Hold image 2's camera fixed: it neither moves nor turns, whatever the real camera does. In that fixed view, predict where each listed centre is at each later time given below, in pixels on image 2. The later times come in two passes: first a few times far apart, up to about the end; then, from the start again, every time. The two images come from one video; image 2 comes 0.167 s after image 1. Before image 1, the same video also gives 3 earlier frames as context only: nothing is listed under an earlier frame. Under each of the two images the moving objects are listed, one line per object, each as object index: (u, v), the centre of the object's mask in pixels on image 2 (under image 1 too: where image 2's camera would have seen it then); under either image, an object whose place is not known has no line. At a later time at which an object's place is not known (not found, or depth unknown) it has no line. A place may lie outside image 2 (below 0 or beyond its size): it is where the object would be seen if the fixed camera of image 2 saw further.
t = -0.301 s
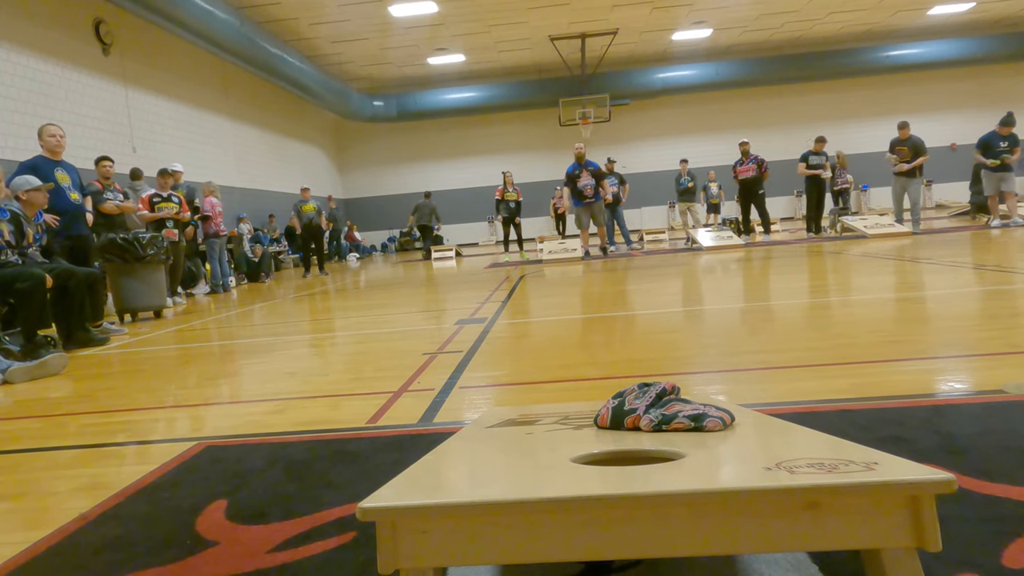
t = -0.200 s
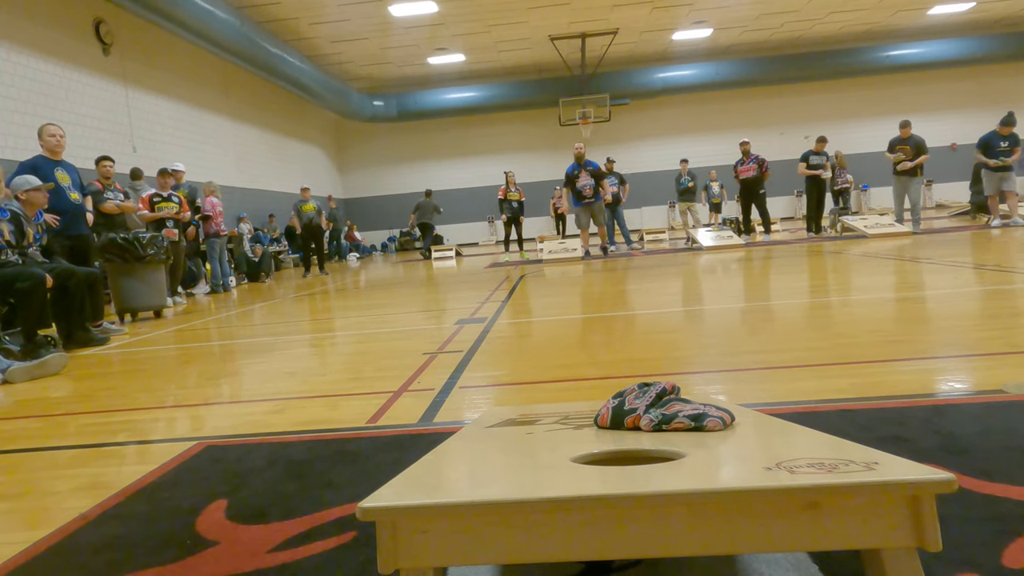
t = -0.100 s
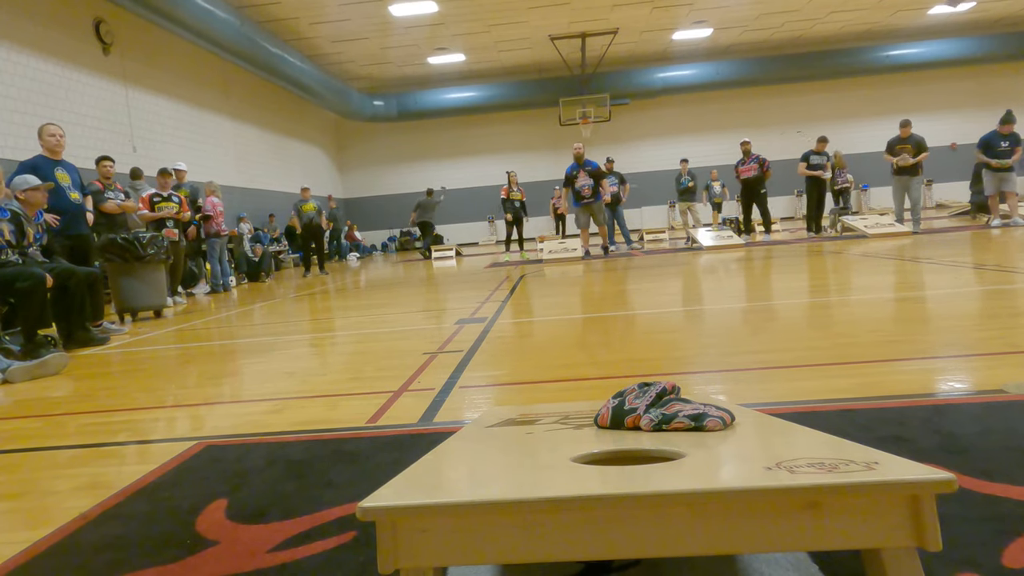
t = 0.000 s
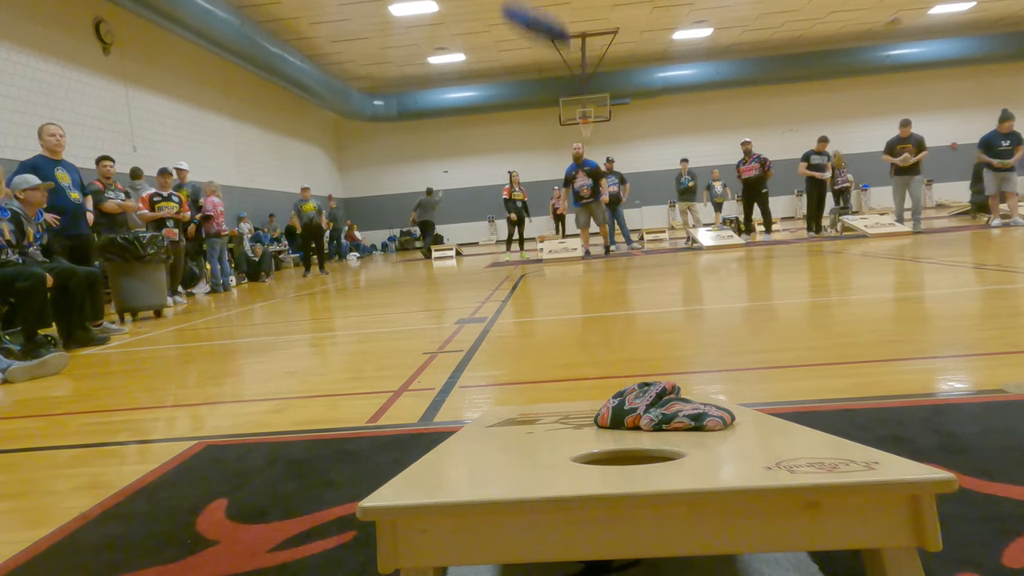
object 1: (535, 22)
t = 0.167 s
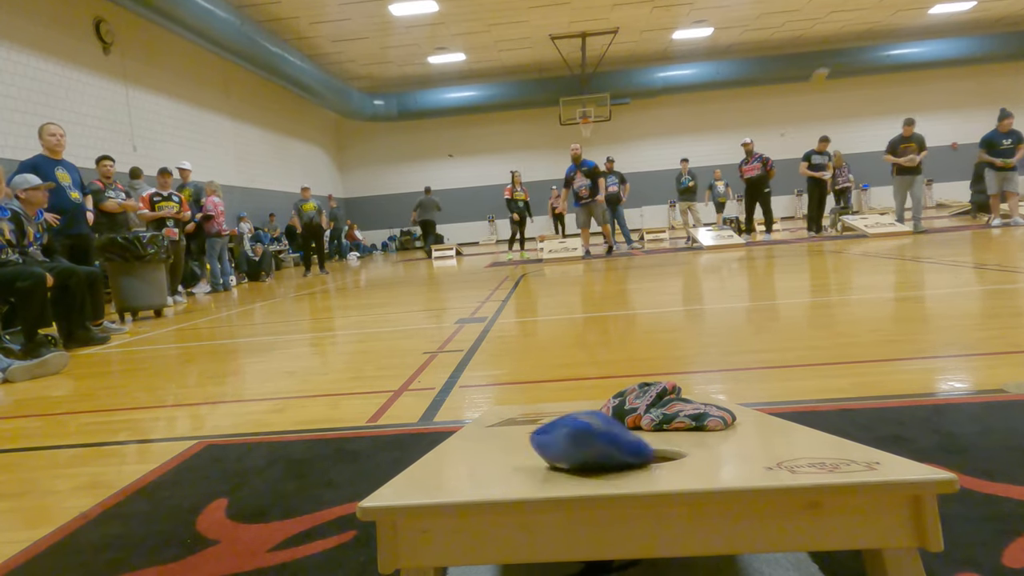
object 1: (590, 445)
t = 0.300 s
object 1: (665, 456)
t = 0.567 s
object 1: (684, 456)
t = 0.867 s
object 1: (684, 456)
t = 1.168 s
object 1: (684, 456)
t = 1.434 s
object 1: (684, 456)
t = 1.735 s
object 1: (684, 457)
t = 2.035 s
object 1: (684, 456)
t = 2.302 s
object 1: (684, 456)
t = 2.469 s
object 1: (683, 456)
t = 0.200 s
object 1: (611, 450)
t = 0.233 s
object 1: (636, 457)
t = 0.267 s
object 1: (652, 456)
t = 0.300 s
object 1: (665, 456)
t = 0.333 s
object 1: (676, 457)
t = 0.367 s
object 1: (681, 457)
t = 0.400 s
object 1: (684, 456)
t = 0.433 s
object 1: (684, 456)
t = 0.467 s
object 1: (684, 456)
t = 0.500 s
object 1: (684, 456)
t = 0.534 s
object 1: (684, 456)
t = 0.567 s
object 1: (684, 456)
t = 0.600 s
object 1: (684, 456)
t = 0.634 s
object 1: (684, 456)
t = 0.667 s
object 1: (684, 456)
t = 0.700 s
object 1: (684, 456)
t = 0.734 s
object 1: (684, 456)
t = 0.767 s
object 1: (684, 456)
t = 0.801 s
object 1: (684, 456)
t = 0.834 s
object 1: (684, 456)
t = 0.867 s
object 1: (684, 456)
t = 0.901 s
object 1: (684, 456)
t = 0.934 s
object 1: (684, 456)
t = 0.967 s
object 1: (684, 456)
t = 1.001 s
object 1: (684, 456)
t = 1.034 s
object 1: (684, 456)
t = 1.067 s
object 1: (684, 456)
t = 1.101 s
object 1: (684, 456)
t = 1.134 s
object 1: (684, 456)
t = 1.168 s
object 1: (684, 456)
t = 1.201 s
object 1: (684, 456)
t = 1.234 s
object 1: (684, 456)
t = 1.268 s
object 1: (684, 456)
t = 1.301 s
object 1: (684, 456)
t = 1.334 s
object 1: (684, 456)
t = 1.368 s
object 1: (684, 456)
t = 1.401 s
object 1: (684, 456)
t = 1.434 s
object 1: (684, 456)
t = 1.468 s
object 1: (684, 456)
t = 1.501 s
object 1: (684, 456)
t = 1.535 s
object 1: (684, 456)
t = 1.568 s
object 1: (684, 456)
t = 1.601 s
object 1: (684, 456)
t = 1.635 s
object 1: (684, 456)
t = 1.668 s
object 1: (683, 456)
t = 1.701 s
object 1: (684, 456)
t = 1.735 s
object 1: (684, 457)
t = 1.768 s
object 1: (684, 456)
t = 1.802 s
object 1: (683, 456)
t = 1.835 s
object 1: (684, 456)
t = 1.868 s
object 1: (684, 457)
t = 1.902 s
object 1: (684, 457)
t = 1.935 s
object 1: (684, 456)
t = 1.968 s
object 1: (684, 456)
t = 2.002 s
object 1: (684, 456)
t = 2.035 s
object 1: (684, 456)
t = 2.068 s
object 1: (684, 456)
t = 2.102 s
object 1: (684, 456)
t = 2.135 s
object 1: (683, 456)
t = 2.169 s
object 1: (684, 456)
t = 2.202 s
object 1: (684, 456)
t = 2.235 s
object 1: (684, 456)
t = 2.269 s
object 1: (684, 456)
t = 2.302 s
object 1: (684, 456)
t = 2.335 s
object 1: (684, 456)
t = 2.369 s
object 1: (684, 456)
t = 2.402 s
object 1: (684, 456)
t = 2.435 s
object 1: (684, 457)
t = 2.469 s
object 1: (683, 456)
